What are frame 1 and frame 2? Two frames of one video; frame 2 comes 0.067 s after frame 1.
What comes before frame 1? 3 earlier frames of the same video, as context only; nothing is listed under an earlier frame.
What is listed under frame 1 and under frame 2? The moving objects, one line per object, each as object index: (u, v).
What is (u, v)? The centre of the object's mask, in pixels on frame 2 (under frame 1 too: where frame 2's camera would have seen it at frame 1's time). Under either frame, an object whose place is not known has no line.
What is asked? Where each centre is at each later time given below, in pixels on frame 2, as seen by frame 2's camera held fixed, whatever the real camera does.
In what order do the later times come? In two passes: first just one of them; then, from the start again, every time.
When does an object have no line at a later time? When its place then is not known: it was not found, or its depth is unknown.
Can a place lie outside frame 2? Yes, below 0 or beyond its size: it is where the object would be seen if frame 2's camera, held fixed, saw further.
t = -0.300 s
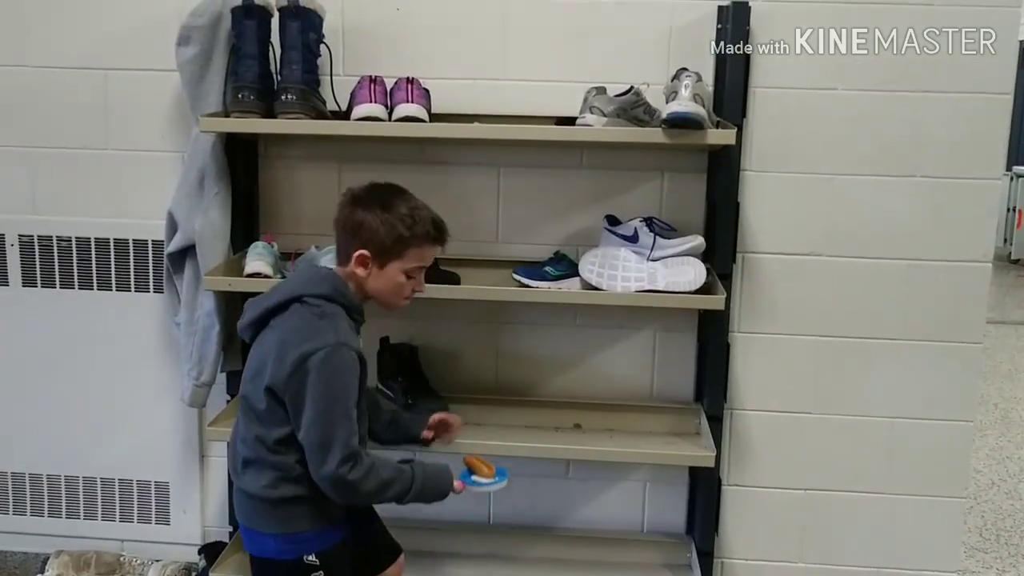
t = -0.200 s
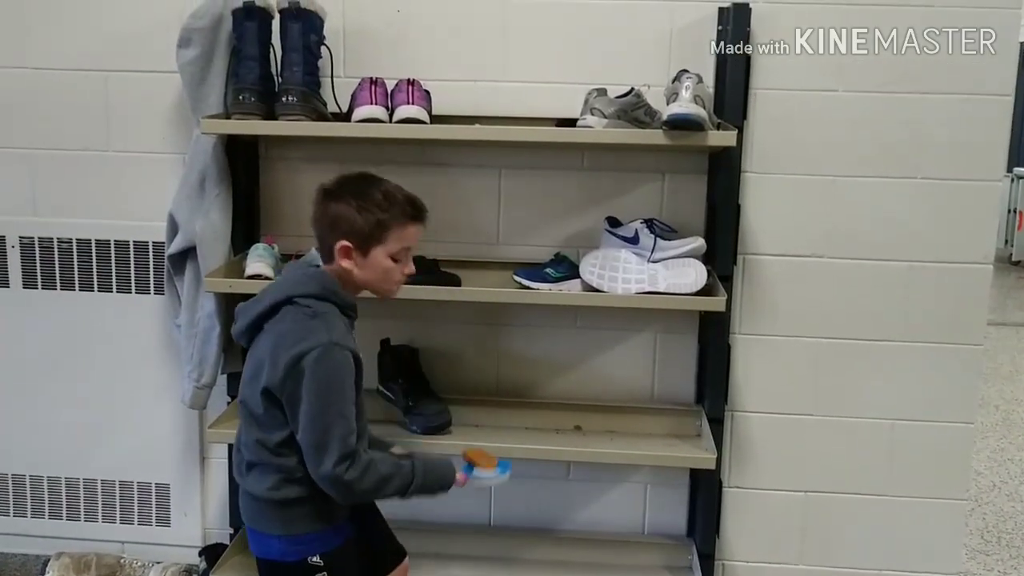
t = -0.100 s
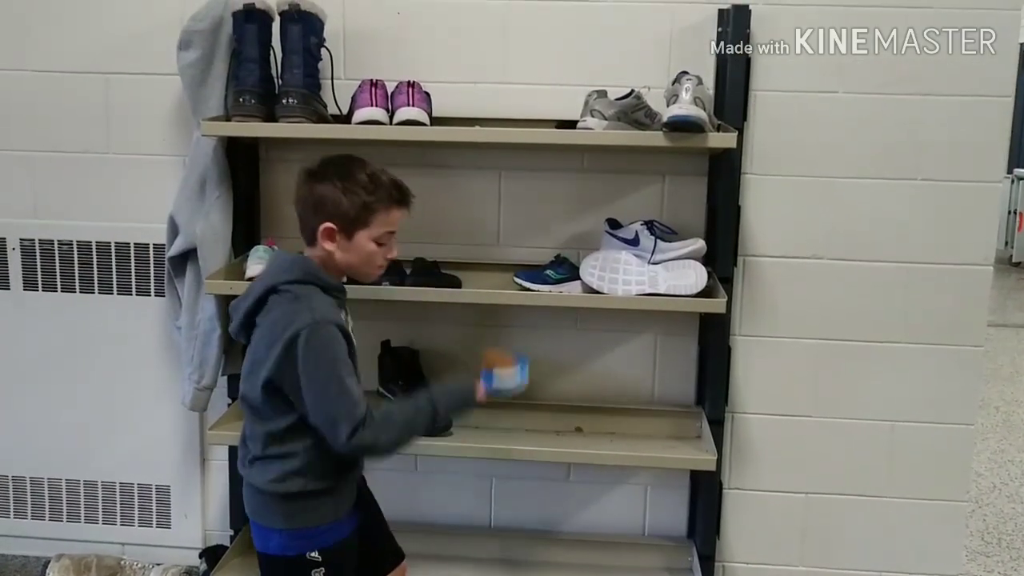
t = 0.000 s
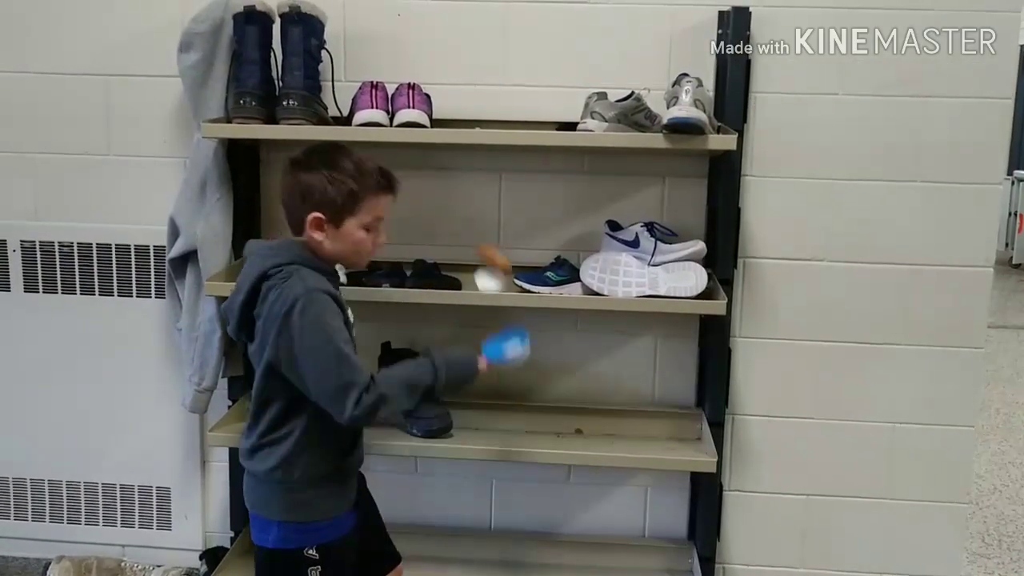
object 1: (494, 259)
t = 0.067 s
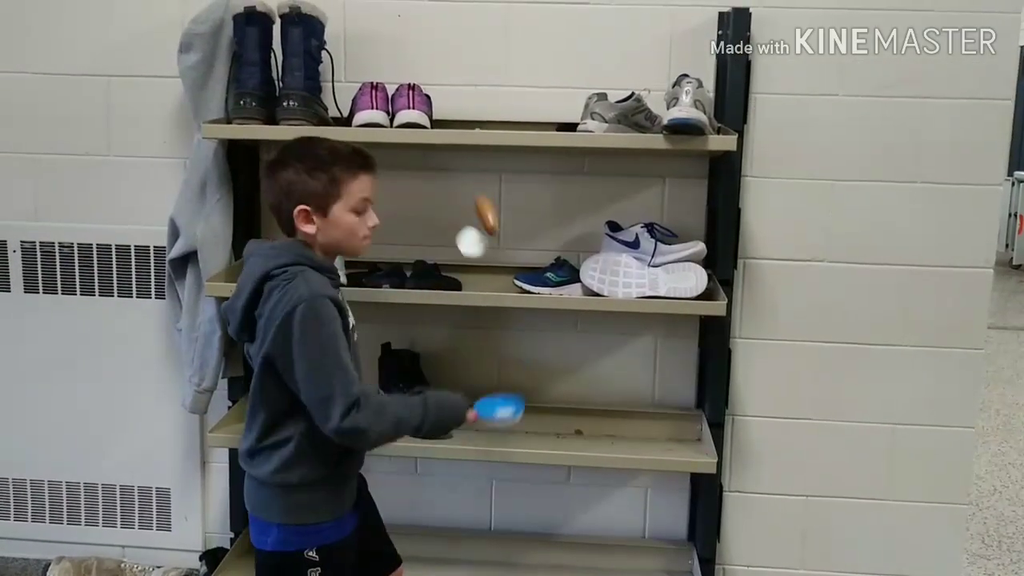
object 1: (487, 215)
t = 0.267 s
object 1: (456, 212)
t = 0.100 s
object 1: (483, 201)
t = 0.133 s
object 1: (478, 192)
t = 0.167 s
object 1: (473, 188)
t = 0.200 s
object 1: (467, 190)
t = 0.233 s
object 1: (462, 198)
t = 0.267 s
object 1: (456, 212)
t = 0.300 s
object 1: (451, 232)
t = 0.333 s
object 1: (445, 258)
